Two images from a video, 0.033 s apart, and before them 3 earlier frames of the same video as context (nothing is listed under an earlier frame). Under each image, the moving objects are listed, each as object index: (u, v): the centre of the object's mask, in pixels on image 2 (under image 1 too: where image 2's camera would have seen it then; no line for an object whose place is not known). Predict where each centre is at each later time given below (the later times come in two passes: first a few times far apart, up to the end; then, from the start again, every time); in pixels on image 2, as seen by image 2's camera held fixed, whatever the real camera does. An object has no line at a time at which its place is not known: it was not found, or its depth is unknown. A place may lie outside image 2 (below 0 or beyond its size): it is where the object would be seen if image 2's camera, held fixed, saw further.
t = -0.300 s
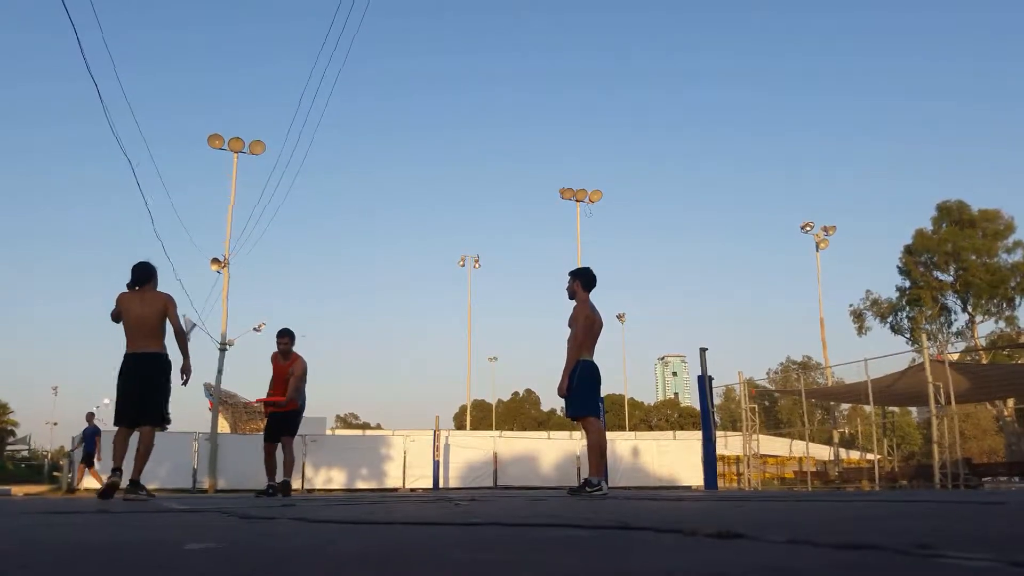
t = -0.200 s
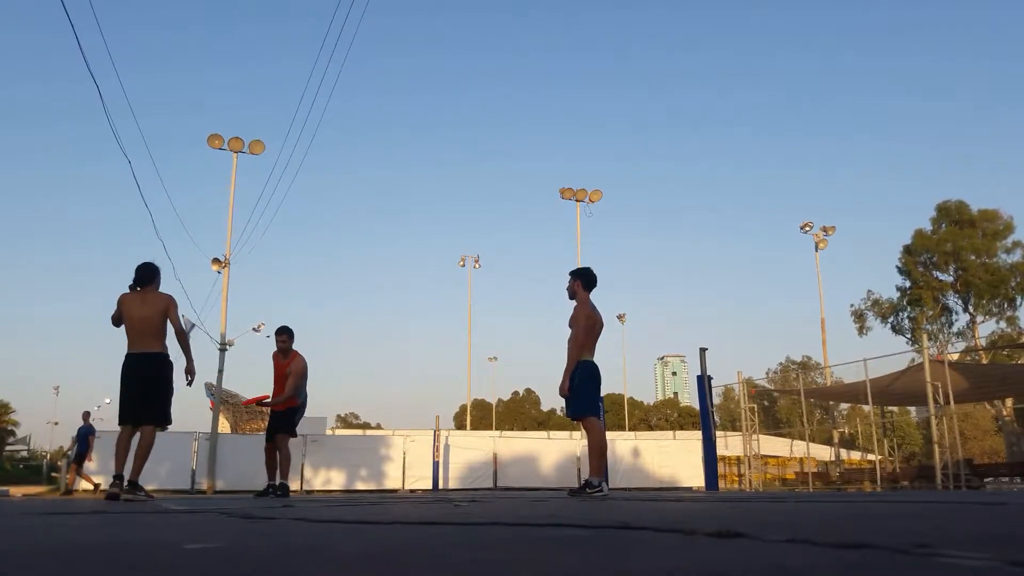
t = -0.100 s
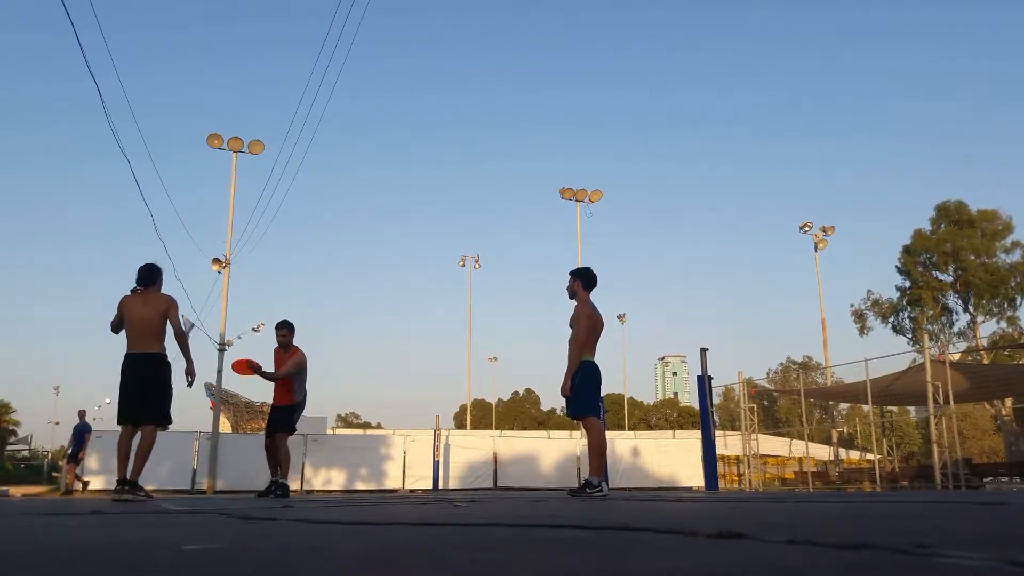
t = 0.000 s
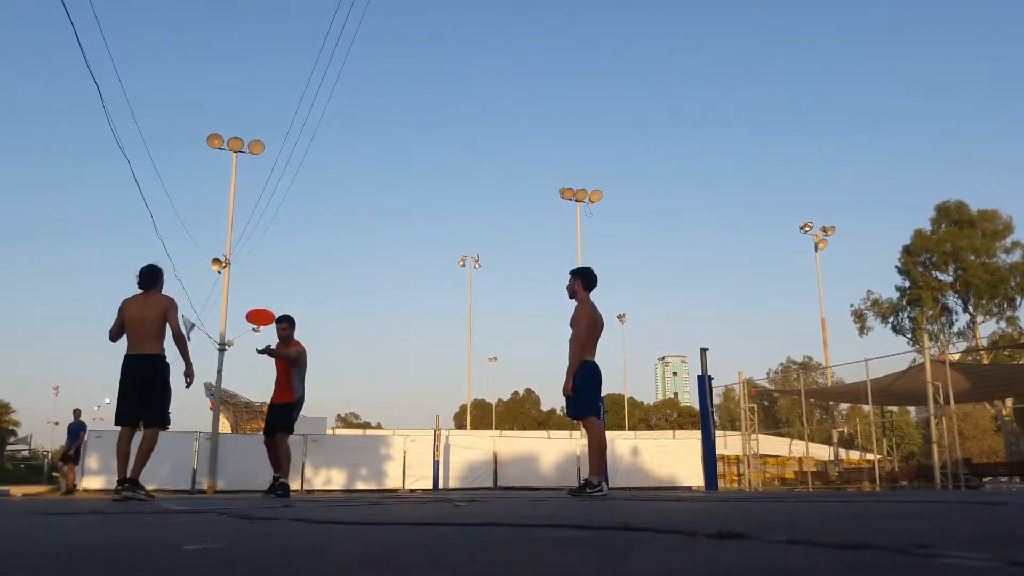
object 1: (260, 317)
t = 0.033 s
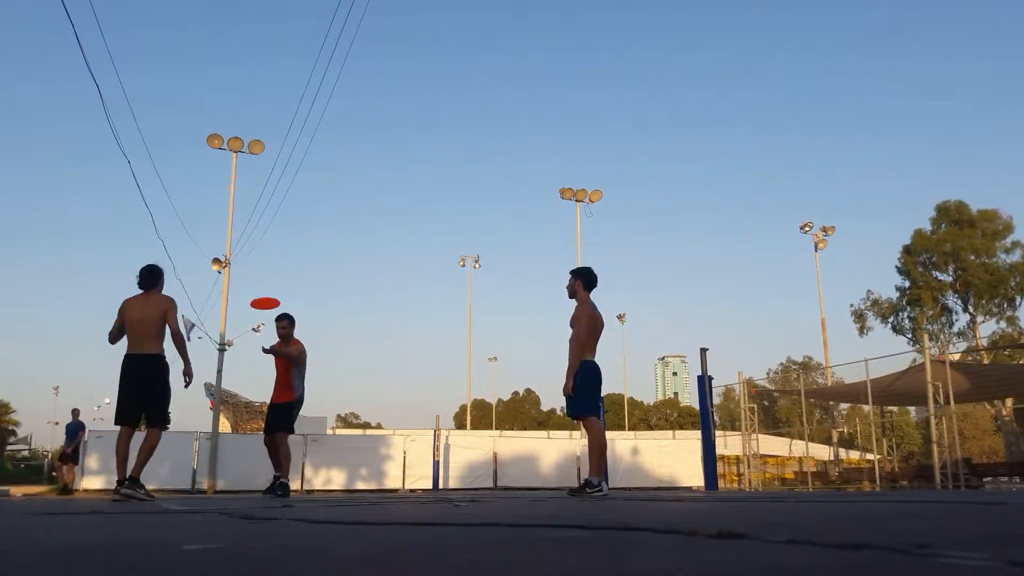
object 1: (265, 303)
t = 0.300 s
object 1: (301, 234)
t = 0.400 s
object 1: (313, 225)
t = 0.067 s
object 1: (269, 291)
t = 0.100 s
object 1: (274, 279)
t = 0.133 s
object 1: (279, 269)
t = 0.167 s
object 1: (283, 260)
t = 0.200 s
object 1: (288, 252)
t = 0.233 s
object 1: (292, 245)
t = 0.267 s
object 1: (296, 239)
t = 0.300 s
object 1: (301, 234)
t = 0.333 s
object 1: (306, 231)
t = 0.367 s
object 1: (310, 227)
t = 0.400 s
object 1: (313, 225)
